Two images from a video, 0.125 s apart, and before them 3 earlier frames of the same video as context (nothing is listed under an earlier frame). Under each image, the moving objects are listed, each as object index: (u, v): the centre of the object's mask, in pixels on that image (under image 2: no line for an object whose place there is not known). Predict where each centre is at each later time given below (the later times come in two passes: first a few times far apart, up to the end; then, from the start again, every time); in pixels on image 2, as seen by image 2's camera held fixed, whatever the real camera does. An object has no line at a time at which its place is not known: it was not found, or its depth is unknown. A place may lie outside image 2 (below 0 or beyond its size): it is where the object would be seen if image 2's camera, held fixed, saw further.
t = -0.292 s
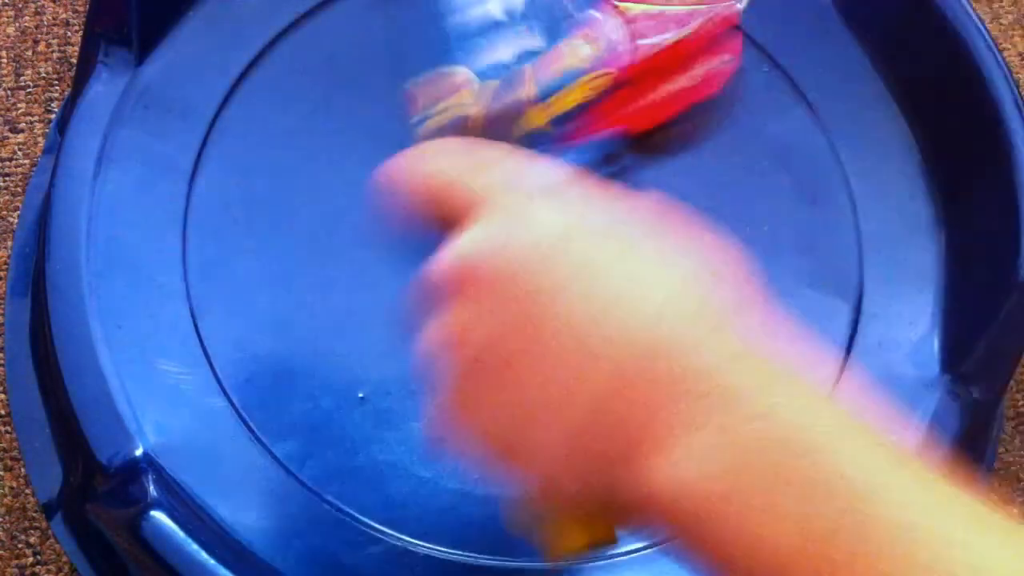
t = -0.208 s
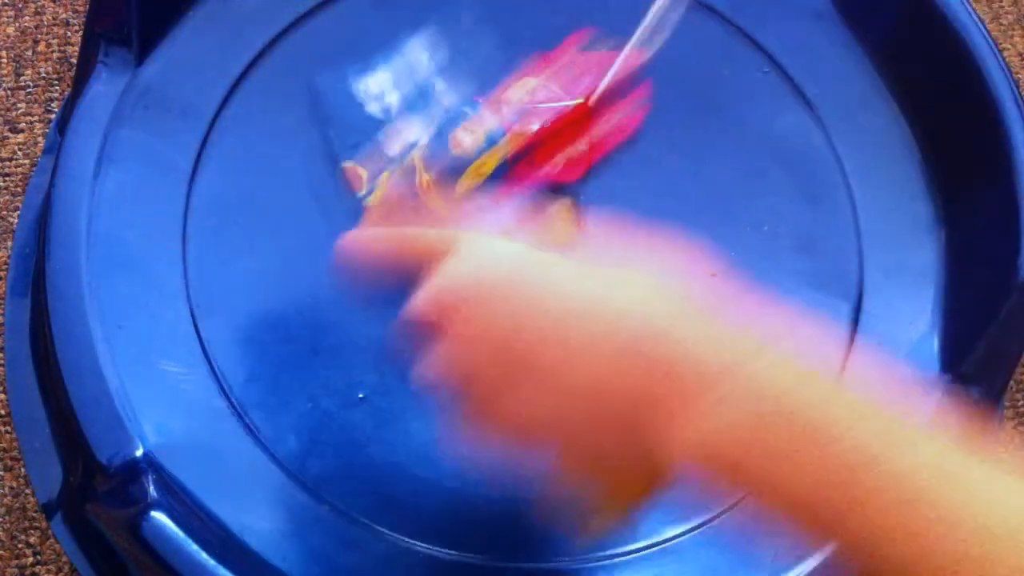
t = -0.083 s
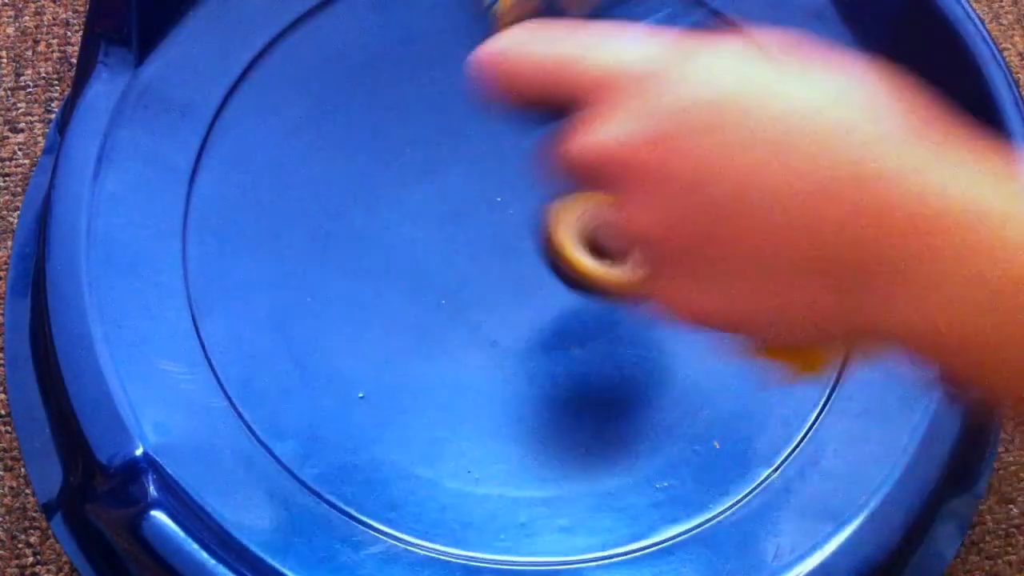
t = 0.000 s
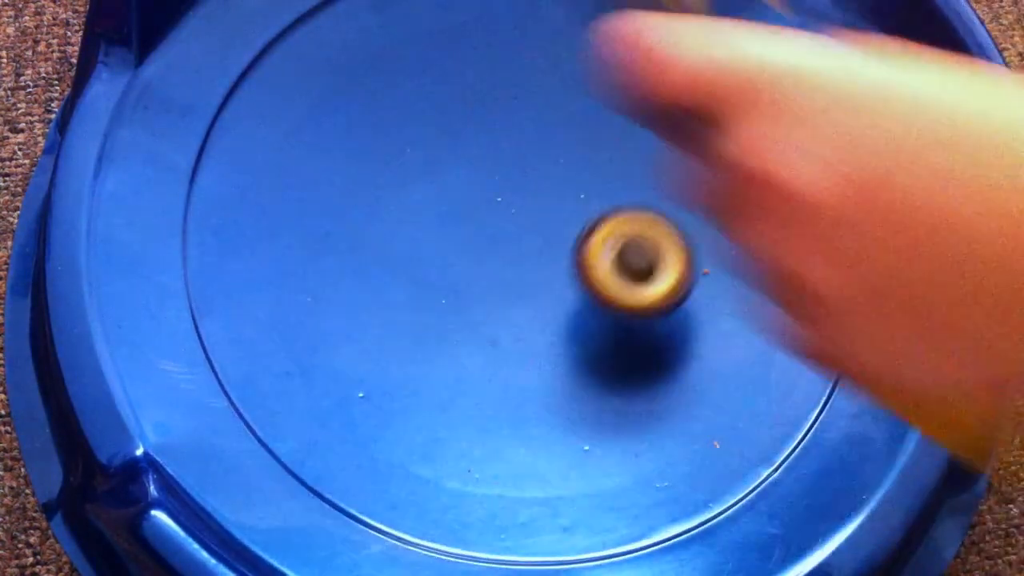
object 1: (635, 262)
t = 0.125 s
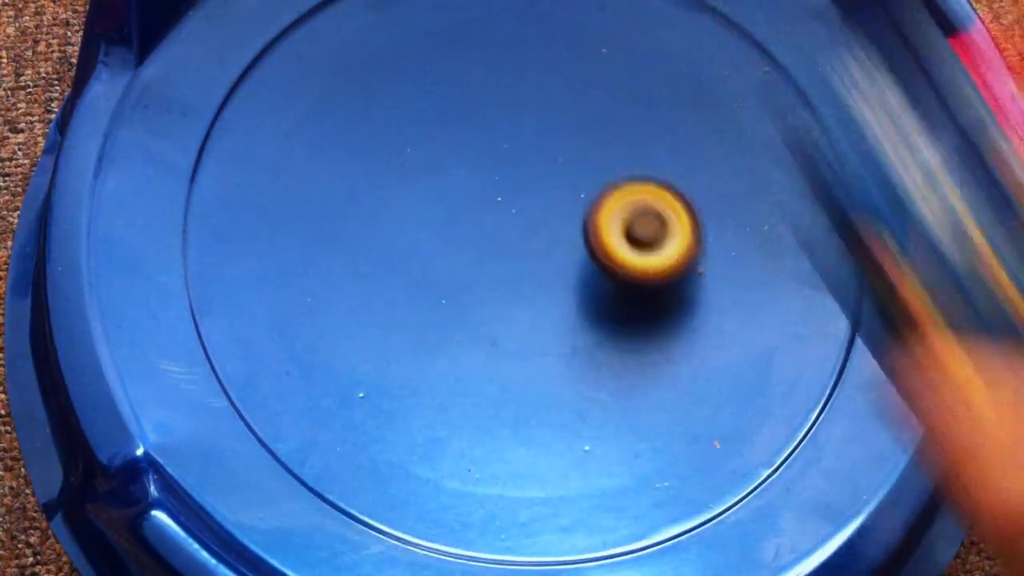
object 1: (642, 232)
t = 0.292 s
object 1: (604, 141)
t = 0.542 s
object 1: (458, 97)
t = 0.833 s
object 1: (437, 236)
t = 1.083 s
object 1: (573, 275)
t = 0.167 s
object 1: (636, 212)
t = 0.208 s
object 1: (627, 189)
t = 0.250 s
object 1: (618, 163)
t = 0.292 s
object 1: (604, 141)
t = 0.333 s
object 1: (585, 122)
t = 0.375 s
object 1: (562, 105)
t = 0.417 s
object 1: (536, 94)
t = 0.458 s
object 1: (509, 89)
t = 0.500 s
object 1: (483, 90)
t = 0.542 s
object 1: (458, 97)
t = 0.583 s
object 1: (437, 111)
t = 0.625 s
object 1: (421, 130)
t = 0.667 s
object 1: (411, 151)
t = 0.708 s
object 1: (409, 174)
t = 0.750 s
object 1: (414, 196)
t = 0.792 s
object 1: (423, 216)
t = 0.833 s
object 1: (437, 236)
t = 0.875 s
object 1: (454, 253)
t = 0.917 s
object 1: (473, 267)
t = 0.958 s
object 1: (497, 279)
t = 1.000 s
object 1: (523, 284)
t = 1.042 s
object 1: (549, 283)
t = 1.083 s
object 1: (573, 275)
